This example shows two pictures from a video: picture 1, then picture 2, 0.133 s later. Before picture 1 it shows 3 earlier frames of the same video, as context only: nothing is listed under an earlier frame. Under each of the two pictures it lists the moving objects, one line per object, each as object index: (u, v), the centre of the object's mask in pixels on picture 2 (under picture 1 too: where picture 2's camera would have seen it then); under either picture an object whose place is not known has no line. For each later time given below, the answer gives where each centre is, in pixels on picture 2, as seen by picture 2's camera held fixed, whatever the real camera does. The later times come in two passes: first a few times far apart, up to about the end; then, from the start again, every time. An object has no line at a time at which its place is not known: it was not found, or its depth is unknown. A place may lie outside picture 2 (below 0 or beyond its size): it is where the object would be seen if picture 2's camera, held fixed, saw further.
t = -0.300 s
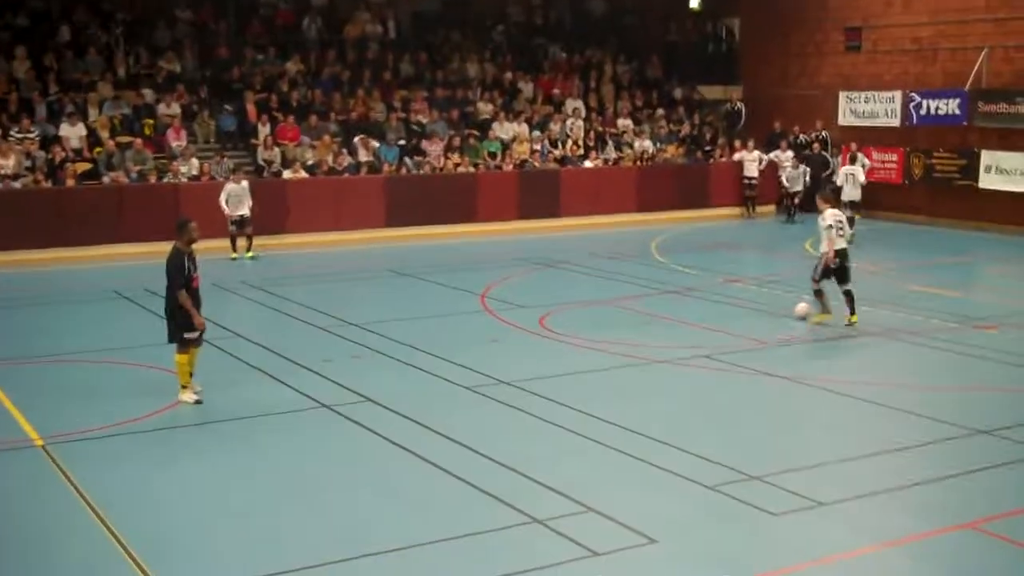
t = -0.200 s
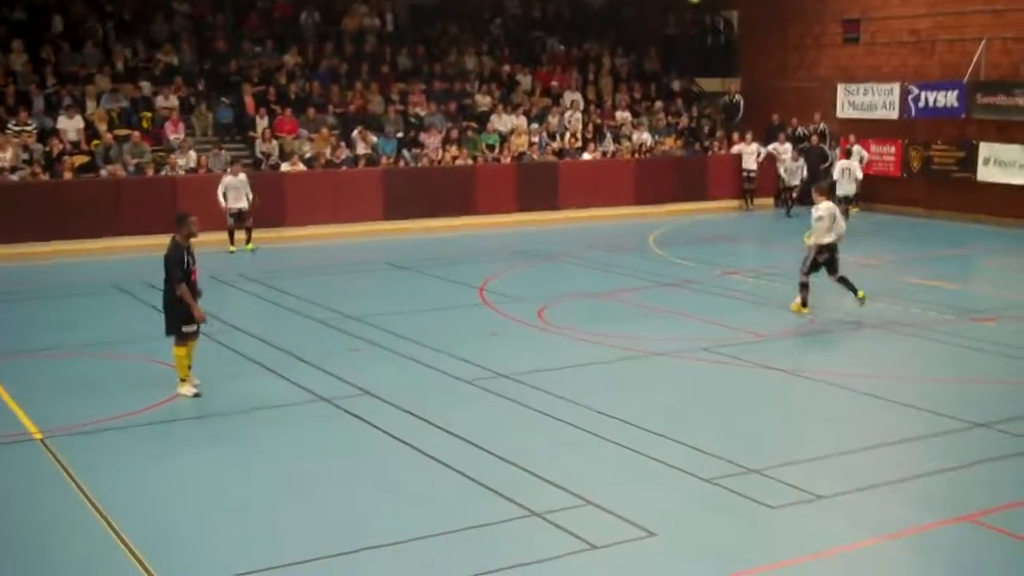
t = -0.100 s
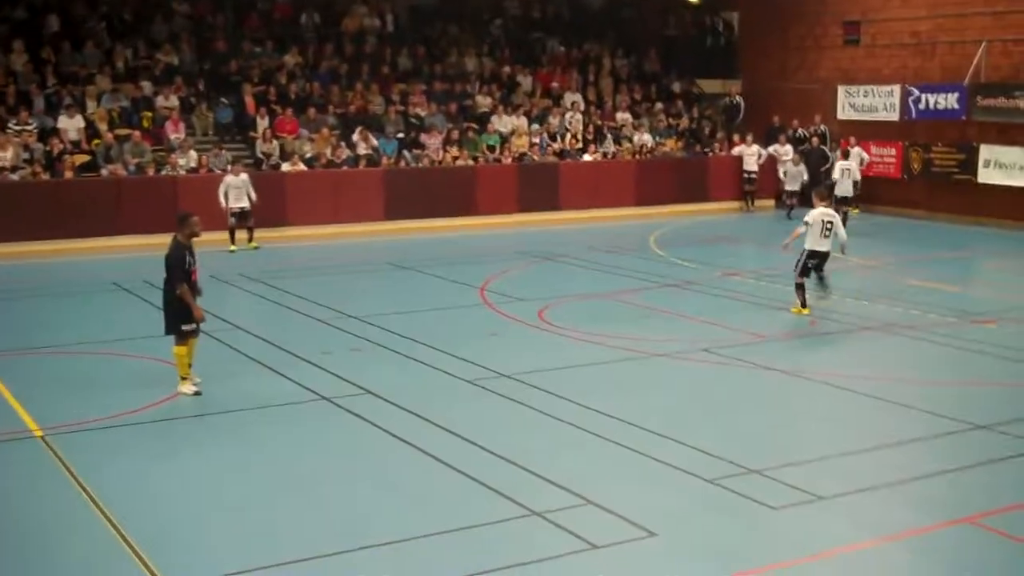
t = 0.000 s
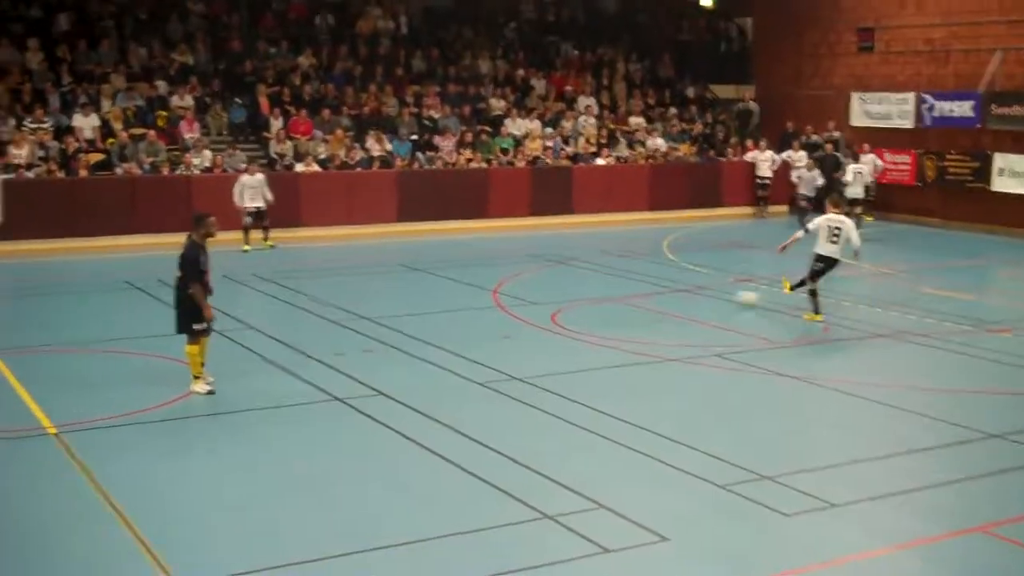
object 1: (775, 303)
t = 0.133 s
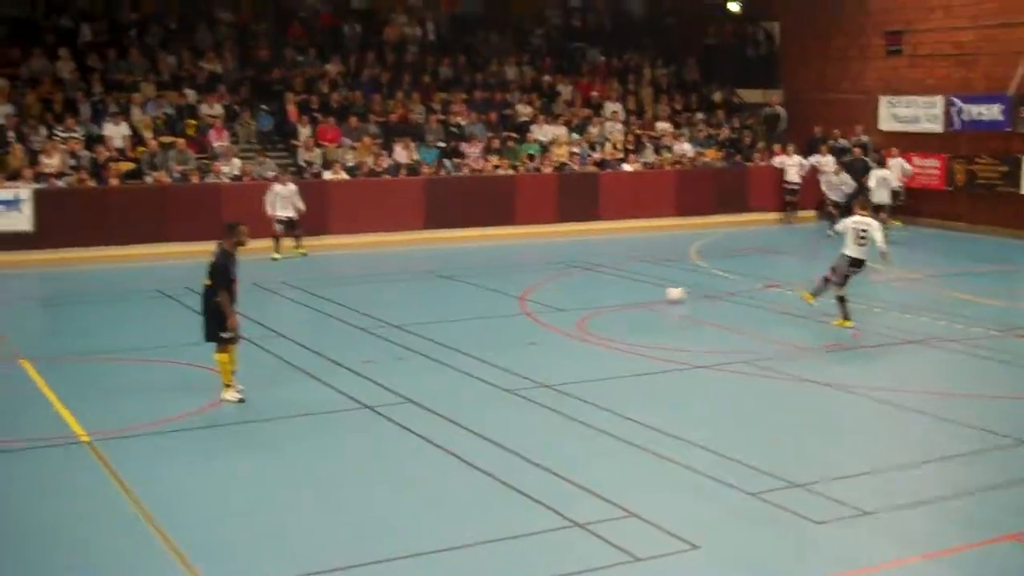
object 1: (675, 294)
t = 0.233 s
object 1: (608, 287)
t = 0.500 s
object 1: (474, 273)
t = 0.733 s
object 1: (386, 264)
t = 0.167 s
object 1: (652, 289)
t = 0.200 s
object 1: (630, 288)
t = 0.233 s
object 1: (608, 287)
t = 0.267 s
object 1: (590, 285)
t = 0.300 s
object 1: (571, 282)
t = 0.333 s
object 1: (553, 281)
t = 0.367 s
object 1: (535, 277)
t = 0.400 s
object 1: (519, 277)
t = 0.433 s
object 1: (504, 275)
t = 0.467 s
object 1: (488, 275)
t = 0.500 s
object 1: (474, 273)
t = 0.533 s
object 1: (460, 270)
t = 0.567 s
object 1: (447, 269)
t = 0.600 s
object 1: (434, 269)
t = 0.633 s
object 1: (421, 268)
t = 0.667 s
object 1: (410, 266)
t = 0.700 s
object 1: (398, 265)
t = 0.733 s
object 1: (386, 264)
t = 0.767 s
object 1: (376, 264)
